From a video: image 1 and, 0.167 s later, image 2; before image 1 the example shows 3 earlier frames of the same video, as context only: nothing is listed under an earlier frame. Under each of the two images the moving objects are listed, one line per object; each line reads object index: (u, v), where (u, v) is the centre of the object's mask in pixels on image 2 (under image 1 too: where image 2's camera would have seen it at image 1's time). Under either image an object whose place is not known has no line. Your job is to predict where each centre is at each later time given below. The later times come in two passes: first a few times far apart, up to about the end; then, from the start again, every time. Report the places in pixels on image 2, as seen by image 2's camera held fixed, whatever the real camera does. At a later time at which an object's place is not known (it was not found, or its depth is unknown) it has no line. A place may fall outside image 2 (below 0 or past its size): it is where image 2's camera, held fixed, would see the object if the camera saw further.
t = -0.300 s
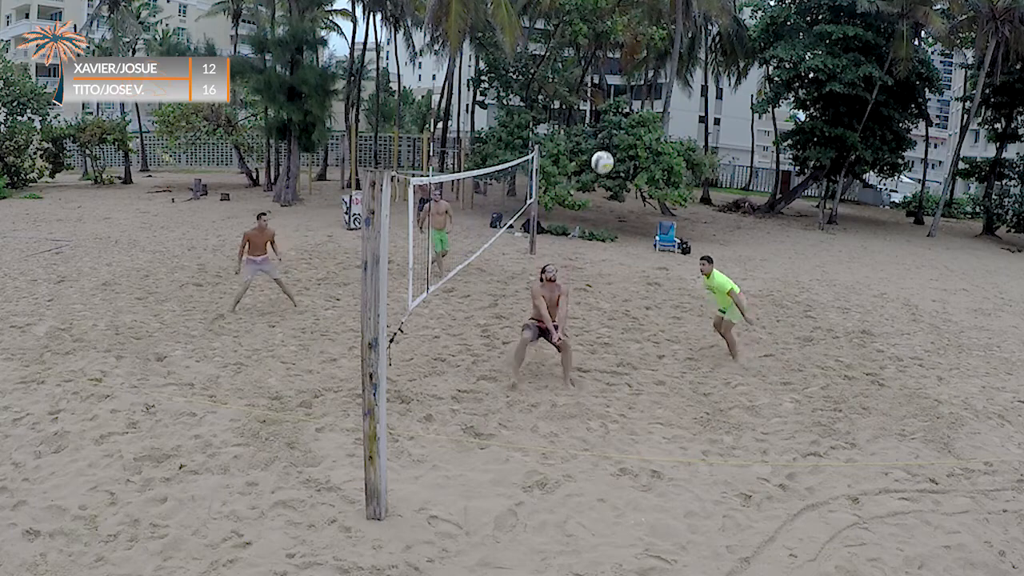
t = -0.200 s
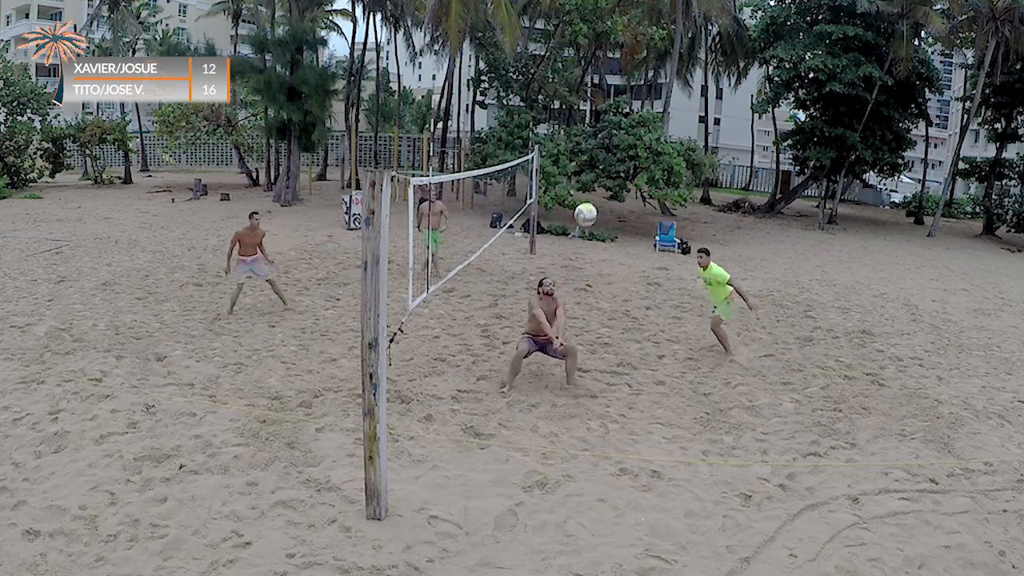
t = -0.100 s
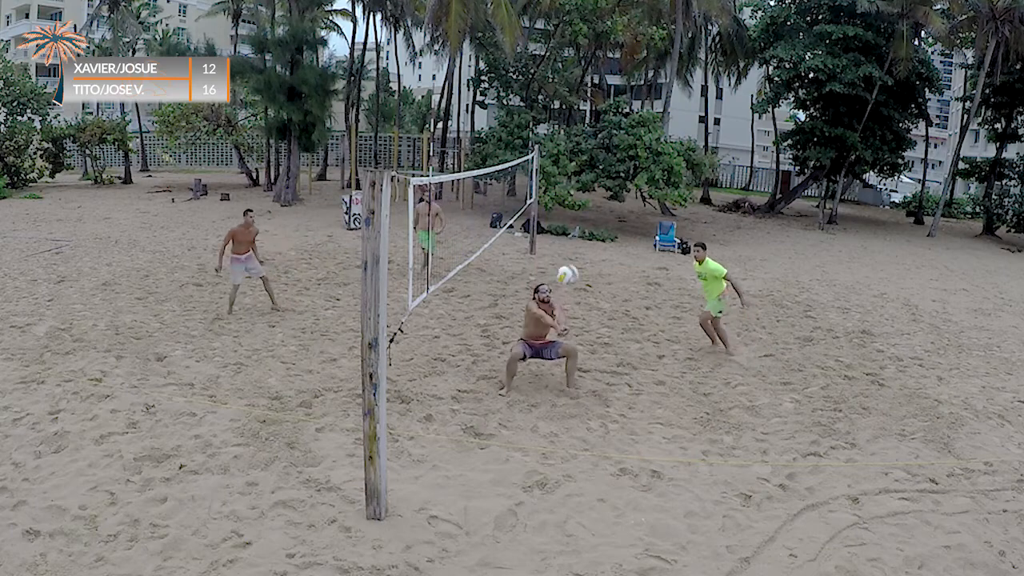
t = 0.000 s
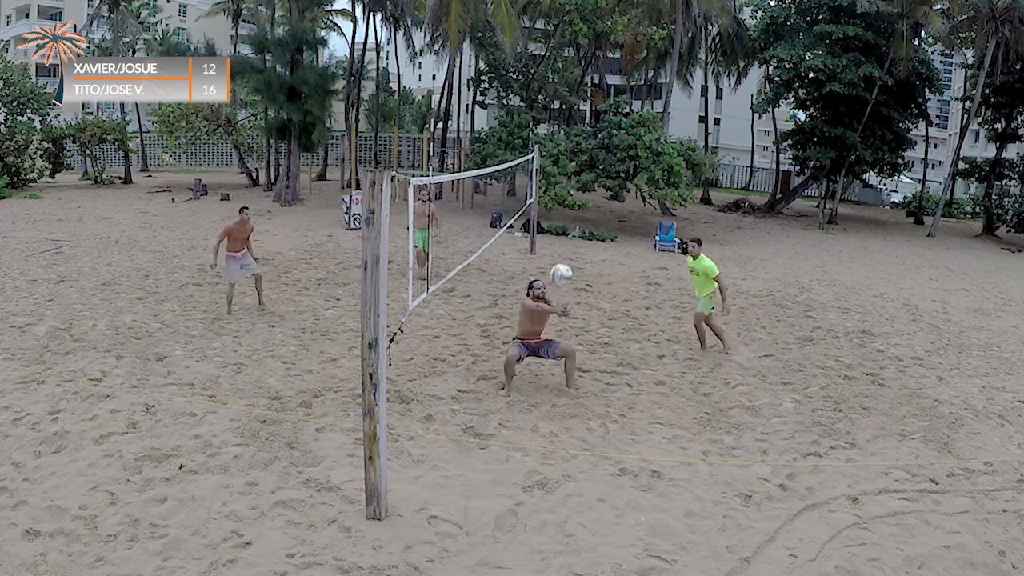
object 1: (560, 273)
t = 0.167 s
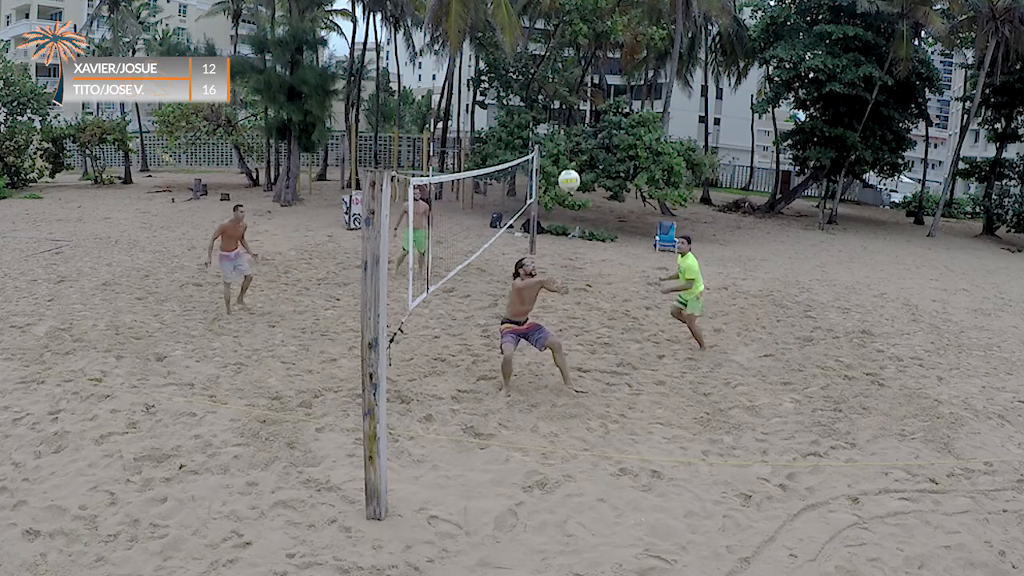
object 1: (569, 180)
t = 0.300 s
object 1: (573, 127)
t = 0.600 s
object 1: (579, 72)
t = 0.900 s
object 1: (580, 95)
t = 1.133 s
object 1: (578, 163)
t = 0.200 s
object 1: (570, 165)
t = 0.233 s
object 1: (572, 151)
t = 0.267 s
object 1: (573, 138)
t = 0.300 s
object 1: (573, 127)
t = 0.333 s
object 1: (574, 116)
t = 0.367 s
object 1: (575, 107)
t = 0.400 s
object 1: (576, 99)
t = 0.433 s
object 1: (576, 92)
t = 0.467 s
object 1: (577, 85)
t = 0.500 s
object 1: (578, 81)
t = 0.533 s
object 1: (578, 77)
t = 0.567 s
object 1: (579, 74)
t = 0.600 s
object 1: (579, 72)
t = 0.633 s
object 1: (580, 71)
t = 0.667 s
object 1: (580, 71)
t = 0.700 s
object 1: (580, 72)
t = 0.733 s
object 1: (580, 74)
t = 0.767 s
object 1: (580, 76)
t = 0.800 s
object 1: (581, 80)
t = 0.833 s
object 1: (580, 84)
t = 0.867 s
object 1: (580, 90)
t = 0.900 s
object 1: (580, 95)
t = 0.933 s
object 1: (580, 103)
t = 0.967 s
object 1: (580, 112)
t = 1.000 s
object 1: (579, 120)
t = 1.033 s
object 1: (579, 130)
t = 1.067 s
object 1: (579, 140)
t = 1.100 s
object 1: (578, 151)
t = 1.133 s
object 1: (578, 163)
